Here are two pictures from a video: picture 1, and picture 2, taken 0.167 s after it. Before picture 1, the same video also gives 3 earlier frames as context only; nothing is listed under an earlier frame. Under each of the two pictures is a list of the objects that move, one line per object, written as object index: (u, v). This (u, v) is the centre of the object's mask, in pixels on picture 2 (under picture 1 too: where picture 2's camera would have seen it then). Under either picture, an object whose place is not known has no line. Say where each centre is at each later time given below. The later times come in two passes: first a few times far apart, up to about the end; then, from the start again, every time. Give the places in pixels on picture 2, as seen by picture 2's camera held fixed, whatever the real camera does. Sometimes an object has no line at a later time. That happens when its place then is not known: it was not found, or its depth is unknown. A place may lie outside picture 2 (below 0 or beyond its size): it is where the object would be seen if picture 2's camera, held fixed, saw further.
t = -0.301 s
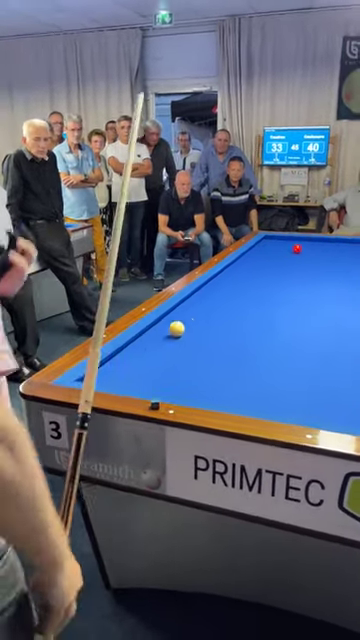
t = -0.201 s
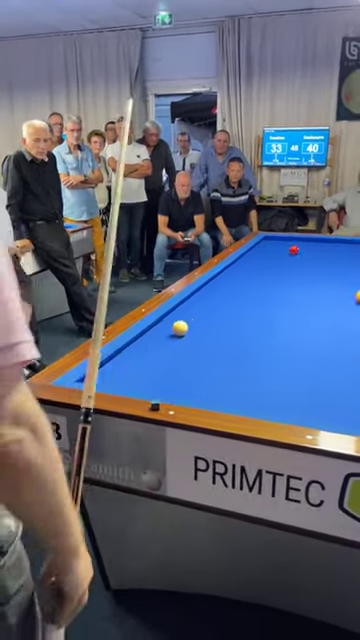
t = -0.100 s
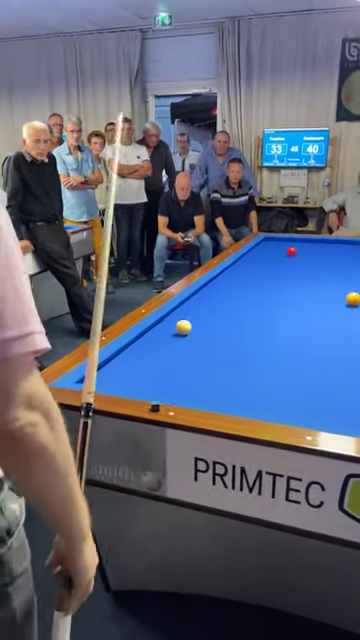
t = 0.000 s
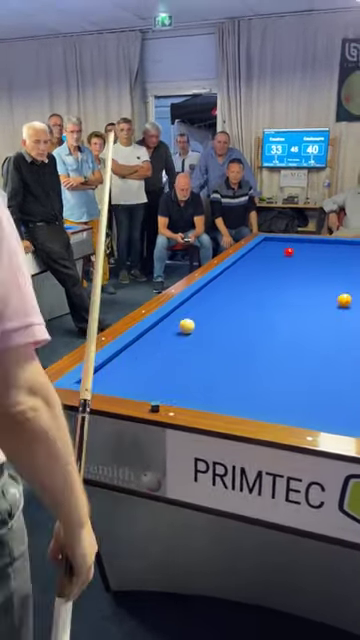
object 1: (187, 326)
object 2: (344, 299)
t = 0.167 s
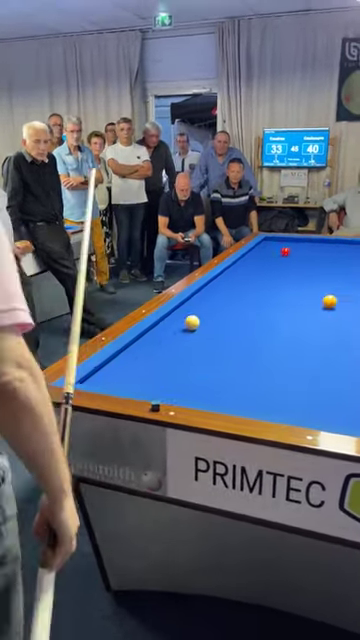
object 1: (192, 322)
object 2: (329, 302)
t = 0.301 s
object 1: (195, 320)
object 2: (317, 303)
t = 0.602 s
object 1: (204, 316)
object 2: (289, 307)
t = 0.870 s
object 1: (211, 313)
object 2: (264, 311)
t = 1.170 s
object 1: (217, 309)
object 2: (235, 315)
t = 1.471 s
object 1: (224, 306)
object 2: (207, 318)
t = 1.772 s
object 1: (229, 303)
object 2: (178, 322)
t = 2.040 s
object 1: (234, 301)
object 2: (161, 327)
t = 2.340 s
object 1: (239, 298)
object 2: (168, 332)
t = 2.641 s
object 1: (242, 297)
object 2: (174, 337)
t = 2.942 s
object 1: (246, 294)
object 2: (180, 342)
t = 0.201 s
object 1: (193, 322)
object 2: (326, 302)
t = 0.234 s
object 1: (194, 322)
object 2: (323, 302)
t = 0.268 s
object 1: (195, 321)
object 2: (320, 303)
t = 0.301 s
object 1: (195, 320)
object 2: (317, 303)
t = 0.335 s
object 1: (197, 320)
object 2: (314, 304)
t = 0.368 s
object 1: (198, 320)
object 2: (311, 304)
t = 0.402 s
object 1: (199, 319)
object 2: (308, 305)
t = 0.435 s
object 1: (200, 319)
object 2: (305, 305)
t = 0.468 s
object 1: (200, 318)
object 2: (302, 305)
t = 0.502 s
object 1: (201, 318)
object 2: (299, 306)
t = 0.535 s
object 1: (202, 317)
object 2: (295, 306)
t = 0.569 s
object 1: (203, 317)
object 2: (292, 307)
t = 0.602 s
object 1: (204, 316)
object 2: (289, 307)
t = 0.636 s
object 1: (205, 316)
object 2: (286, 308)
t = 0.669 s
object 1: (205, 315)
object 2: (283, 308)
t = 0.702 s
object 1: (206, 315)
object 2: (279, 308)
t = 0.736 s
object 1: (207, 314)
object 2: (276, 309)
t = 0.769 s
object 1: (208, 314)
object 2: (273, 309)
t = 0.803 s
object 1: (209, 313)
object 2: (270, 310)
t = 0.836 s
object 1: (210, 313)
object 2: (267, 310)
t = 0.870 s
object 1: (211, 313)
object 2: (264, 311)
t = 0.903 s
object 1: (211, 312)
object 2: (261, 311)
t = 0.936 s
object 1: (212, 312)
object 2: (258, 312)
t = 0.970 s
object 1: (213, 312)
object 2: (255, 312)
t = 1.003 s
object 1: (214, 311)
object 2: (251, 312)
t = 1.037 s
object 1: (214, 310)
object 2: (248, 312)
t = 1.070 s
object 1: (215, 310)
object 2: (245, 313)
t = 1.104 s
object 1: (215, 310)
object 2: (242, 313)
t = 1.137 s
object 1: (216, 310)
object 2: (238, 314)
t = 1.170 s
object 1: (217, 309)
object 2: (235, 315)
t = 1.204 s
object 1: (218, 309)
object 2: (232, 315)
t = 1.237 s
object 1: (218, 308)
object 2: (229, 315)
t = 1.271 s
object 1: (219, 307)
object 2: (226, 316)
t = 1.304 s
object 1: (220, 306)
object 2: (223, 316)
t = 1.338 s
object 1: (221, 305)
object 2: (219, 316)
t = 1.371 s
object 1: (222, 306)
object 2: (216, 317)
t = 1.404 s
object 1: (223, 306)
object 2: (213, 317)
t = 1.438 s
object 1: (223, 306)
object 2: (210, 318)
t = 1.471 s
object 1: (224, 306)
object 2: (207, 318)
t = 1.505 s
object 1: (225, 305)
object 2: (203, 318)
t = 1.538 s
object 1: (225, 305)
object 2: (201, 319)
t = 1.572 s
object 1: (226, 305)
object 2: (197, 319)
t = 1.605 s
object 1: (227, 304)
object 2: (194, 320)
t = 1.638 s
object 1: (227, 304)
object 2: (191, 320)
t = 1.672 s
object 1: (228, 304)
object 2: (188, 320)
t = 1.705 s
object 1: (228, 303)
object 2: (184, 321)
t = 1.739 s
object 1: (229, 303)
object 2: (181, 322)
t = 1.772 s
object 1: (229, 303)
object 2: (178, 322)
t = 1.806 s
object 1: (230, 302)
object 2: (175, 323)
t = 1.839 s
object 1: (230, 302)
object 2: (171, 323)
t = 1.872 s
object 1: (231, 302)
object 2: (168, 324)
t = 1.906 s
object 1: (231, 302)
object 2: (165, 324)
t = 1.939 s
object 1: (232, 302)
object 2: (161, 325)
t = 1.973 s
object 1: (233, 301)
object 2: (159, 325)
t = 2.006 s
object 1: (234, 301)
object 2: (160, 326)
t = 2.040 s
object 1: (234, 301)
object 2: (161, 327)
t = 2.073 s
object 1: (234, 301)
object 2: (161, 327)
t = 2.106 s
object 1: (235, 300)
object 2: (162, 328)
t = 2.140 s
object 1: (236, 300)
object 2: (162, 328)
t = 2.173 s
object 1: (236, 300)
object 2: (163, 329)
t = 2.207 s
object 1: (237, 299)
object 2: (164, 329)
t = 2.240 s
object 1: (237, 299)
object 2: (165, 330)
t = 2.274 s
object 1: (238, 299)
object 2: (166, 331)
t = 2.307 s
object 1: (238, 299)
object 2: (166, 331)
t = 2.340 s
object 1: (239, 298)
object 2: (168, 332)
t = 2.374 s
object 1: (239, 298)
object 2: (168, 332)
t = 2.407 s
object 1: (240, 298)
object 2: (169, 333)
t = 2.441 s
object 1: (240, 298)
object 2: (169, 333)
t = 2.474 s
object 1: (240, 298)
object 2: (170, 334)
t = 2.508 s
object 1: (241, 297)
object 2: (171, 335)
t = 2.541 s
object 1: (241, 297)
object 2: (171, 335)
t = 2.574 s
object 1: (241, 297)
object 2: (172, 336)
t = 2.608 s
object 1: (242, 297)
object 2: (173, 336)
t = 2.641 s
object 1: (242, 297)
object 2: (174, 337)
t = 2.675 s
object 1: (243, 296)
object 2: (174, 337)
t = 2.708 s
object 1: (243, 296)
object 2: (175, 338)
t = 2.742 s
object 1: (244, 296)
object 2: (176, 338)
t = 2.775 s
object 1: (244, 295)
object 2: (176, 339)
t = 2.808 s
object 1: (244, 295)
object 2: (177, 340)
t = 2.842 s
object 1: (245, 295)
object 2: (178, 340)
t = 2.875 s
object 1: (246, 295)
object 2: (178, 341)
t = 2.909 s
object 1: (246, 294)
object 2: (179, 342)
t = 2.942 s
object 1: (246, 294)
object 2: (180, 342)
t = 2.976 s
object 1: (247, 294)
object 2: (180, 343)
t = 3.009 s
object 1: (247, 294)
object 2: (181, 343)
